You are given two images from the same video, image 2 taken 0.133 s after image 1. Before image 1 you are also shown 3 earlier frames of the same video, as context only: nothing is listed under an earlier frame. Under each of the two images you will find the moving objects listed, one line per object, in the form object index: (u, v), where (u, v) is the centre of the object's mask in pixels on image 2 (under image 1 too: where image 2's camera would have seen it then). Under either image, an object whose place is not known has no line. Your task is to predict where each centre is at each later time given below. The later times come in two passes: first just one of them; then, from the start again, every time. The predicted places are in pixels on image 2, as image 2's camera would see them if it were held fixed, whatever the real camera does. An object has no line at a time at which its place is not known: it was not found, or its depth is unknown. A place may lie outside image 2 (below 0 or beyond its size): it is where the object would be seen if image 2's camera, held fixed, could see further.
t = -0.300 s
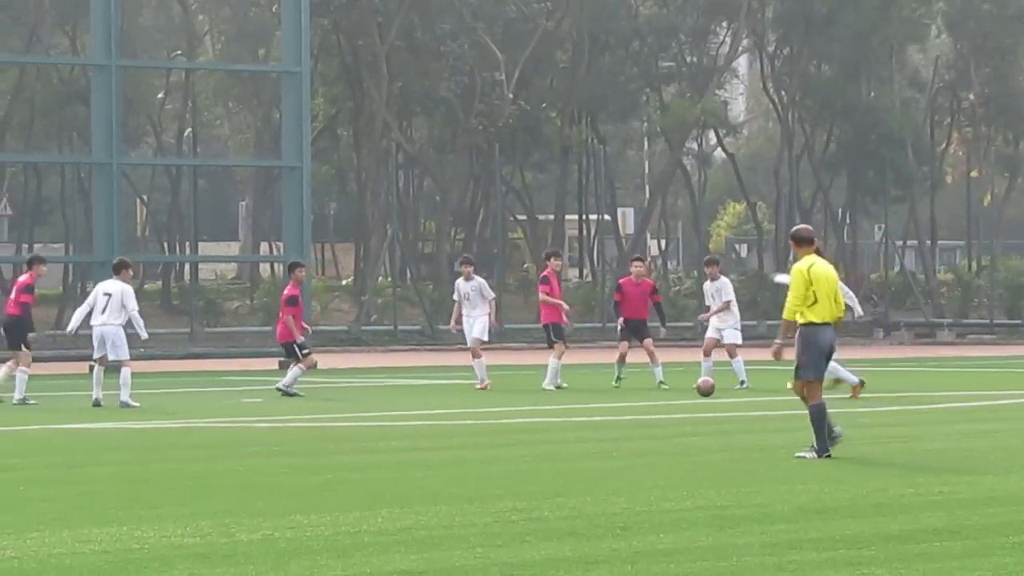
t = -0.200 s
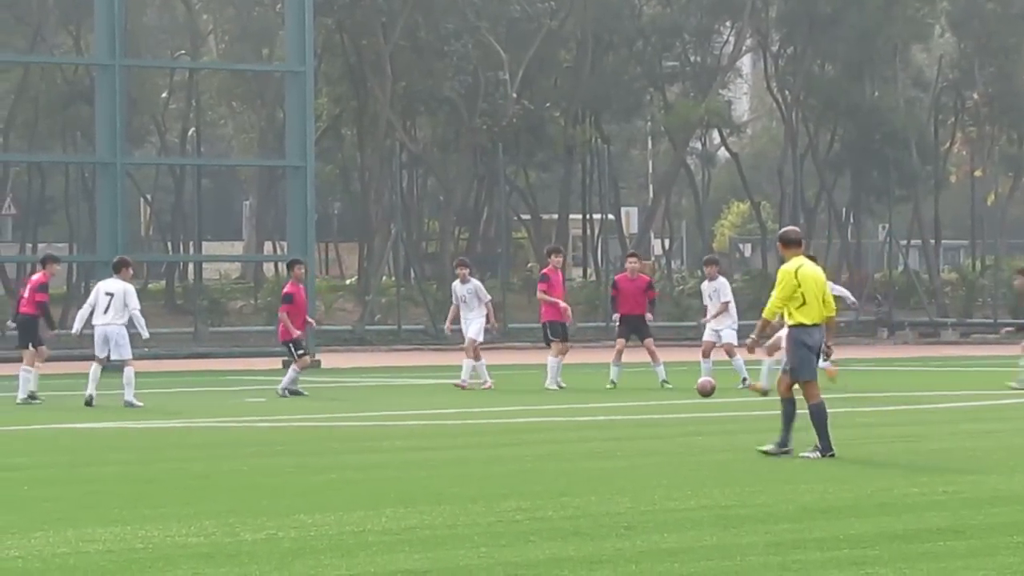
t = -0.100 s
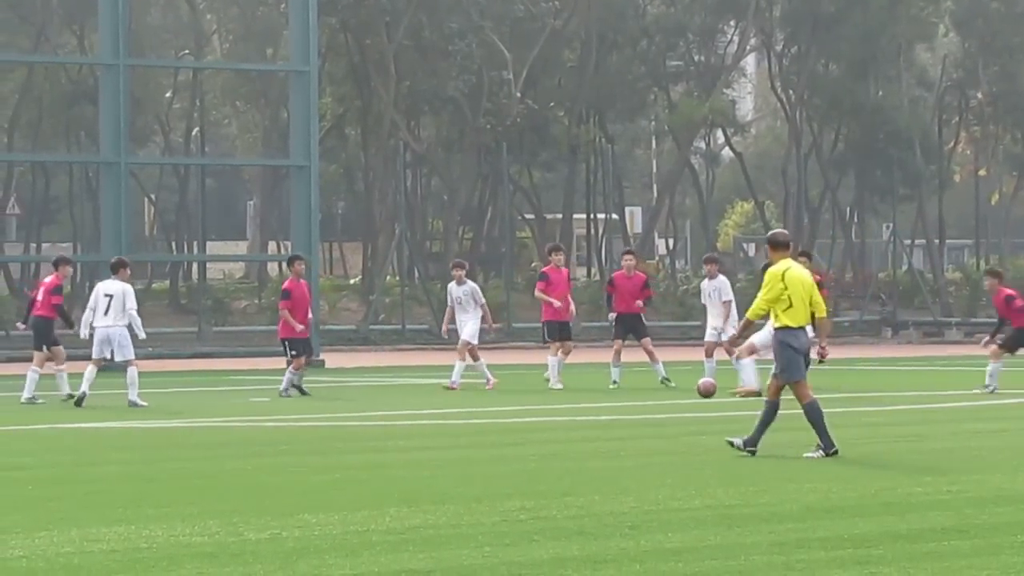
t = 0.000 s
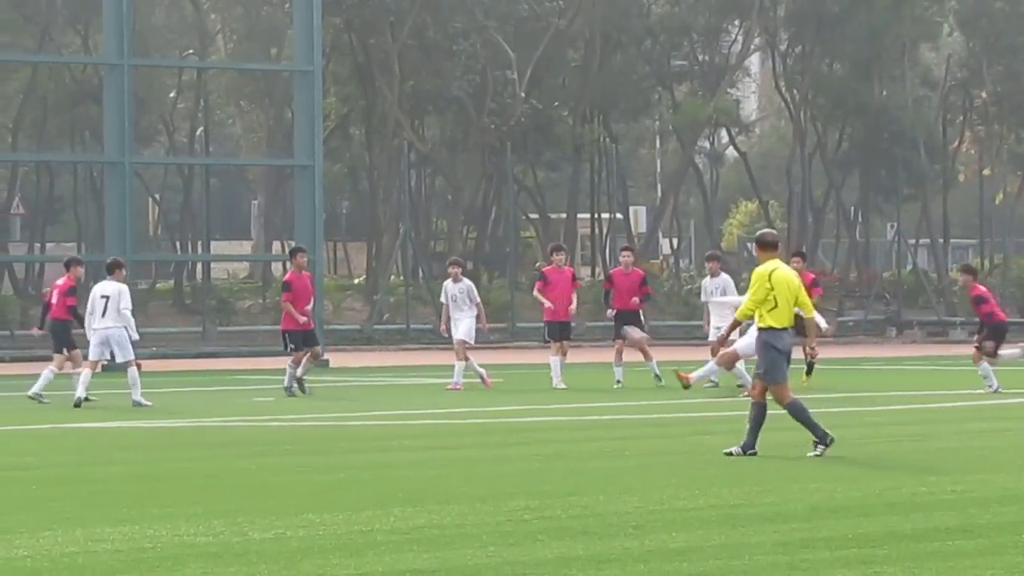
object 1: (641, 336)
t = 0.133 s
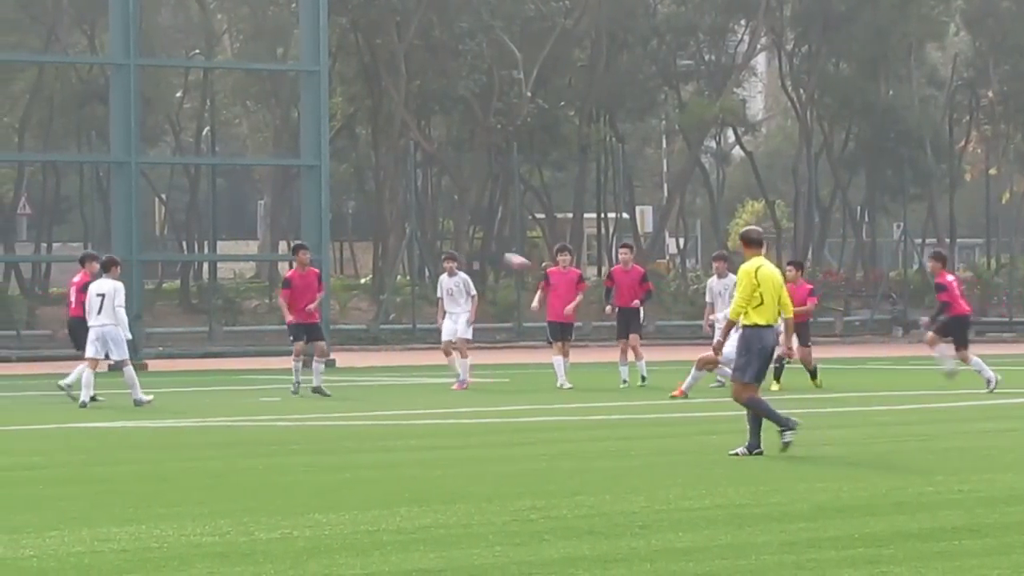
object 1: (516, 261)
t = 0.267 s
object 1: (401, 205)
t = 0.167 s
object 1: (487, 247)
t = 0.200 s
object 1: (457, 232)
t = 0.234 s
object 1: (429, 219)
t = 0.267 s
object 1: (401, 205)
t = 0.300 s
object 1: (374, 193)
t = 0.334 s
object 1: (347, 184)
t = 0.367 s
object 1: (321, 173)
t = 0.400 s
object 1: (296, 164)
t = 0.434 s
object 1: (271, 155)
